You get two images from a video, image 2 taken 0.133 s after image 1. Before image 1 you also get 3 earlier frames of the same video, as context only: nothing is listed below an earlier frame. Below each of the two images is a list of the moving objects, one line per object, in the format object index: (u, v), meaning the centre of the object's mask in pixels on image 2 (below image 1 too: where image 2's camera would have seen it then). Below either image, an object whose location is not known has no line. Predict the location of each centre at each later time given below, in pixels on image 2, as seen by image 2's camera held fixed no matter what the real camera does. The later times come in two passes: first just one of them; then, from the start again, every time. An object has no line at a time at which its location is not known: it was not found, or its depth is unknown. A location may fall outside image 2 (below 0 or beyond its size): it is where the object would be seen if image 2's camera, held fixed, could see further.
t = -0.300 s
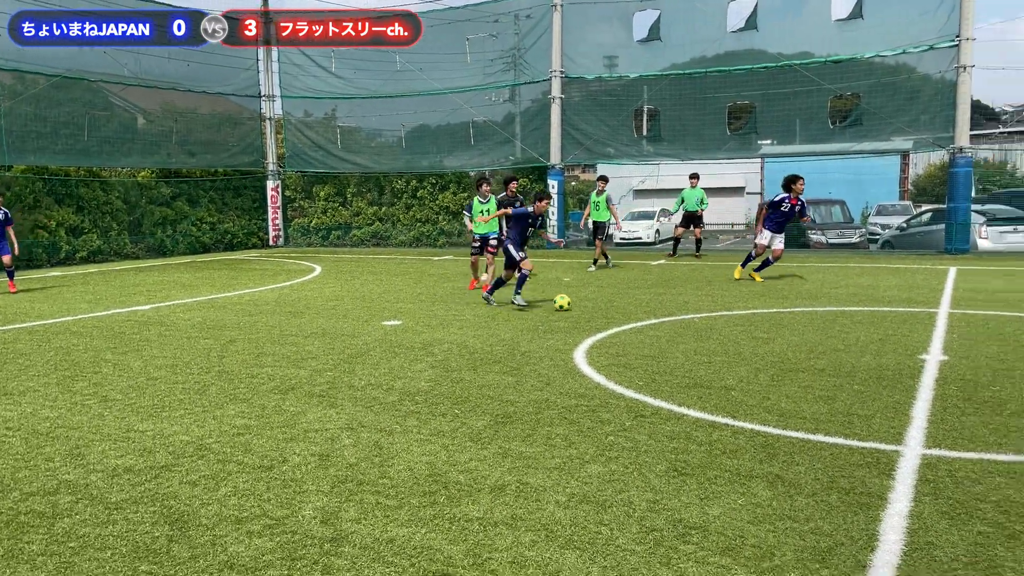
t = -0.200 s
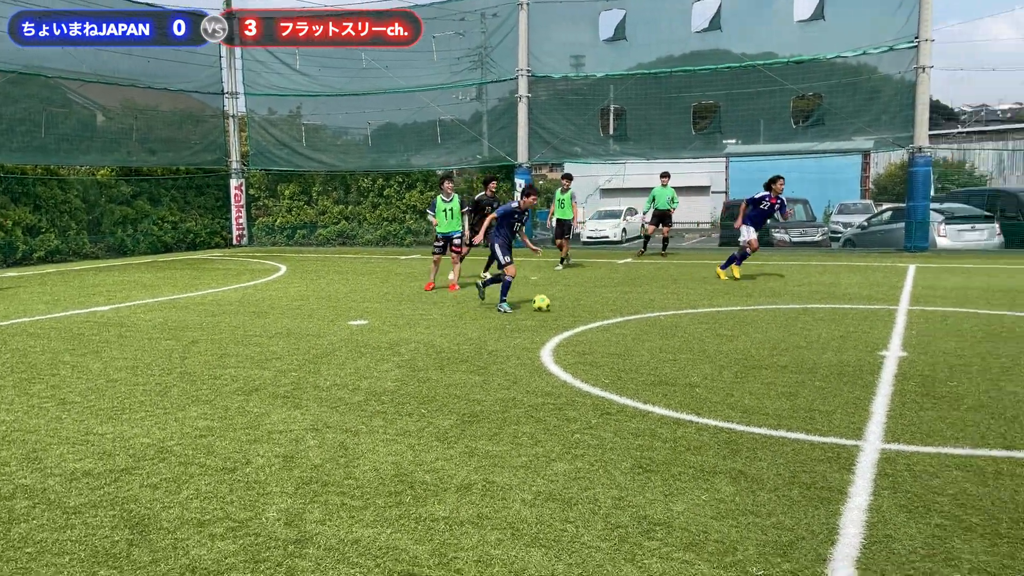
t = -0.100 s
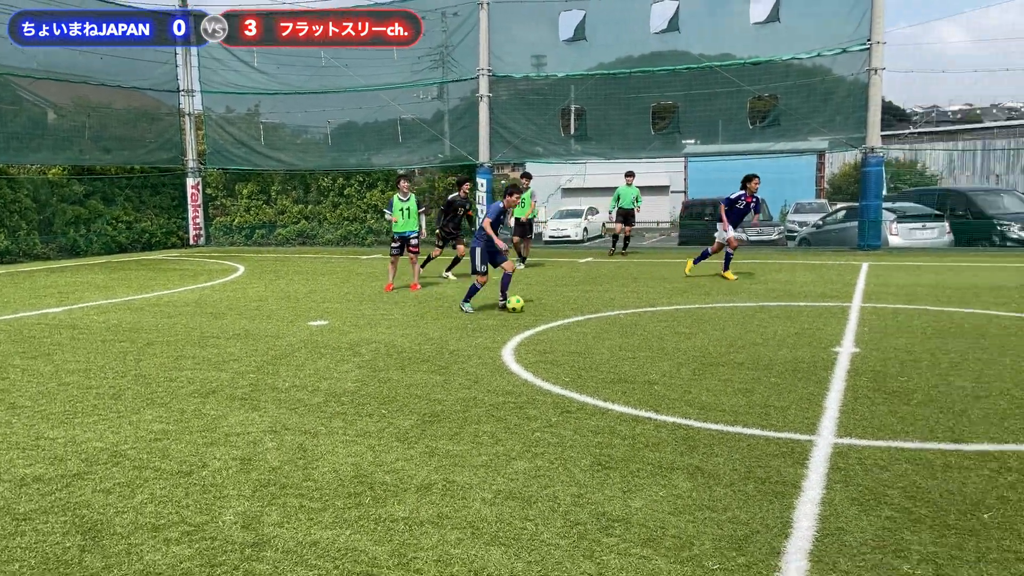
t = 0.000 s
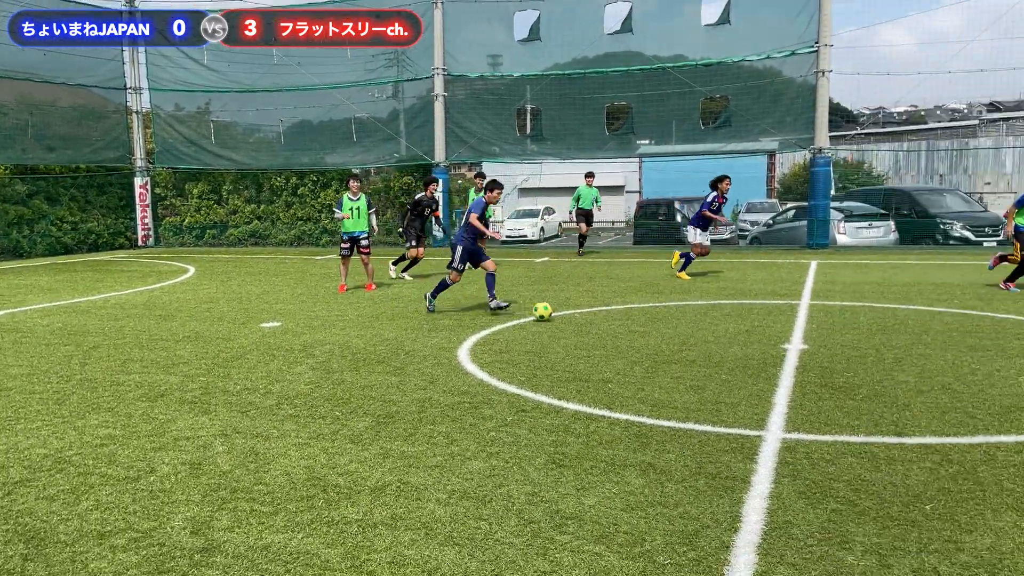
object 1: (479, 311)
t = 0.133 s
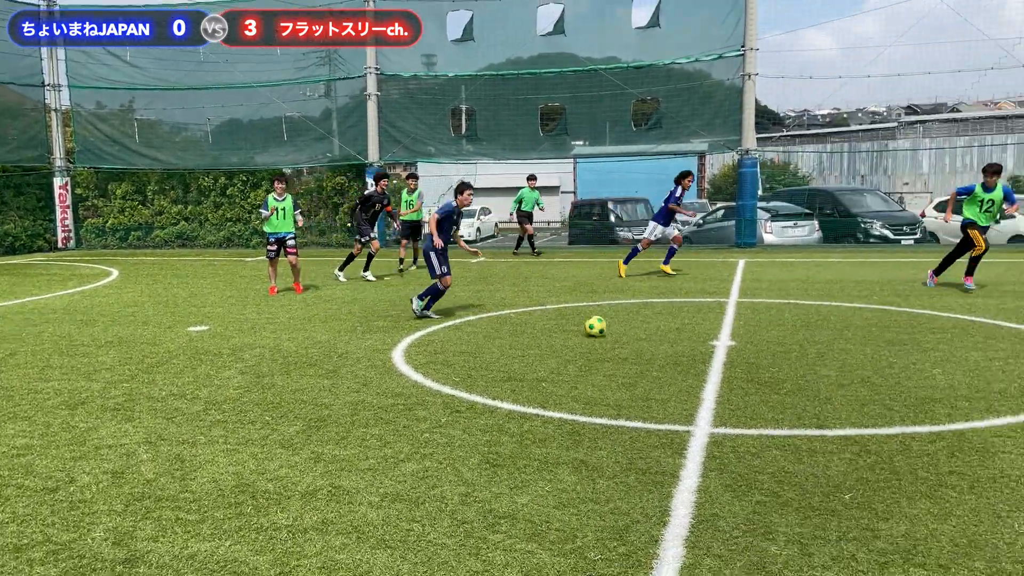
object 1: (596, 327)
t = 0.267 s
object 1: (724, 342)
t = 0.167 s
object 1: (626, 331)
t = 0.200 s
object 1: (658, 335)
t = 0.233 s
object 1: (691, 338)
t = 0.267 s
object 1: (724, 342)
